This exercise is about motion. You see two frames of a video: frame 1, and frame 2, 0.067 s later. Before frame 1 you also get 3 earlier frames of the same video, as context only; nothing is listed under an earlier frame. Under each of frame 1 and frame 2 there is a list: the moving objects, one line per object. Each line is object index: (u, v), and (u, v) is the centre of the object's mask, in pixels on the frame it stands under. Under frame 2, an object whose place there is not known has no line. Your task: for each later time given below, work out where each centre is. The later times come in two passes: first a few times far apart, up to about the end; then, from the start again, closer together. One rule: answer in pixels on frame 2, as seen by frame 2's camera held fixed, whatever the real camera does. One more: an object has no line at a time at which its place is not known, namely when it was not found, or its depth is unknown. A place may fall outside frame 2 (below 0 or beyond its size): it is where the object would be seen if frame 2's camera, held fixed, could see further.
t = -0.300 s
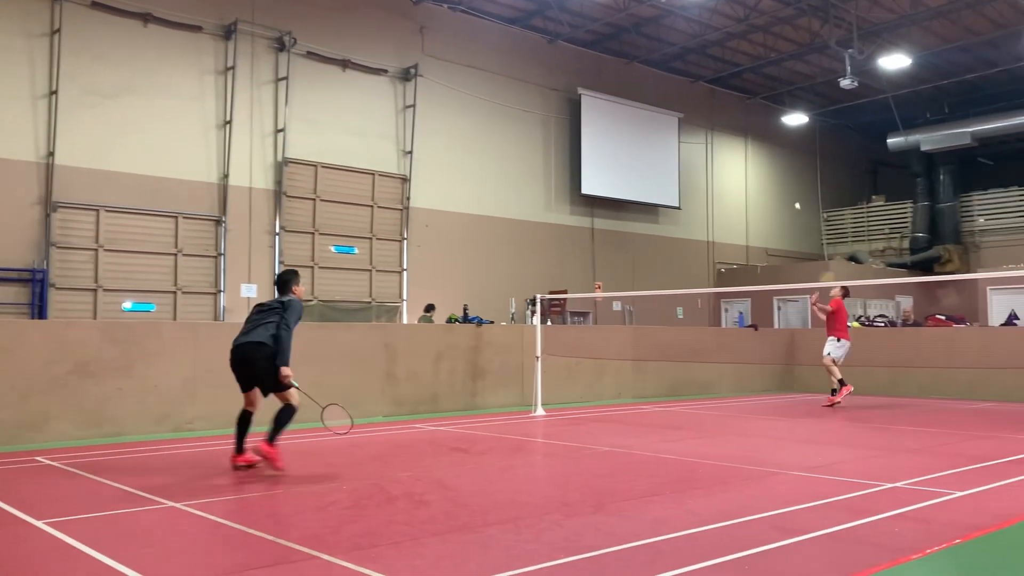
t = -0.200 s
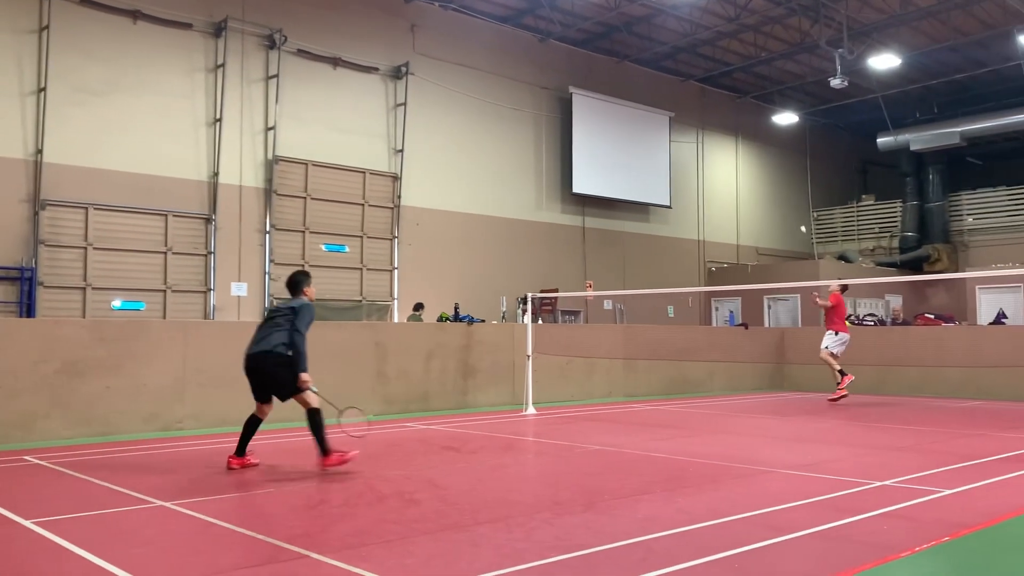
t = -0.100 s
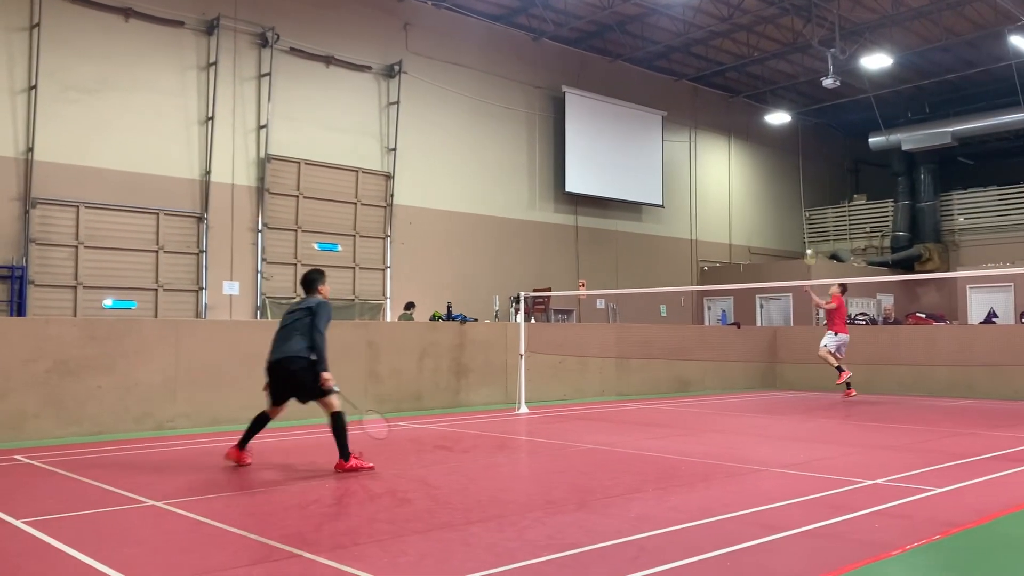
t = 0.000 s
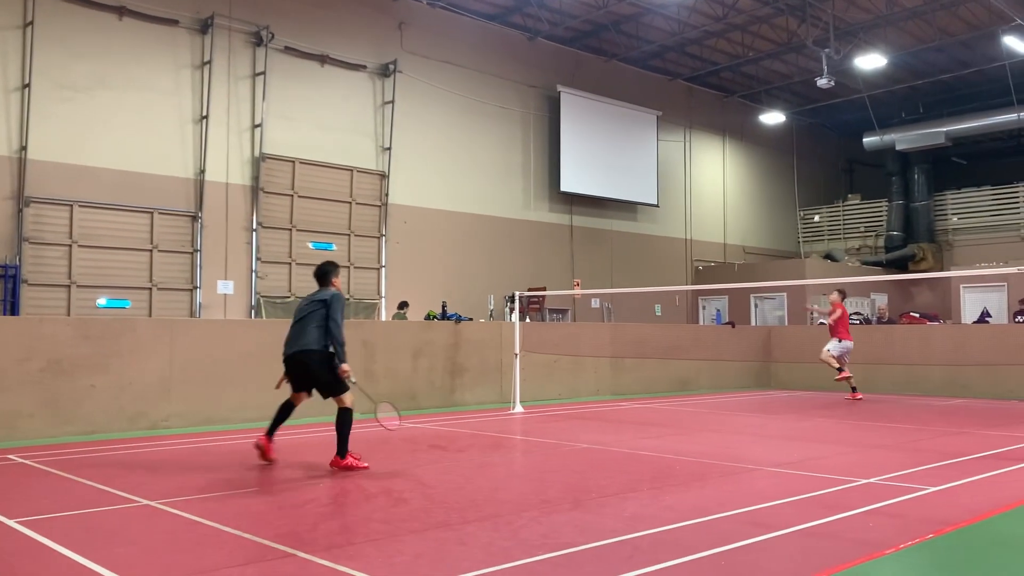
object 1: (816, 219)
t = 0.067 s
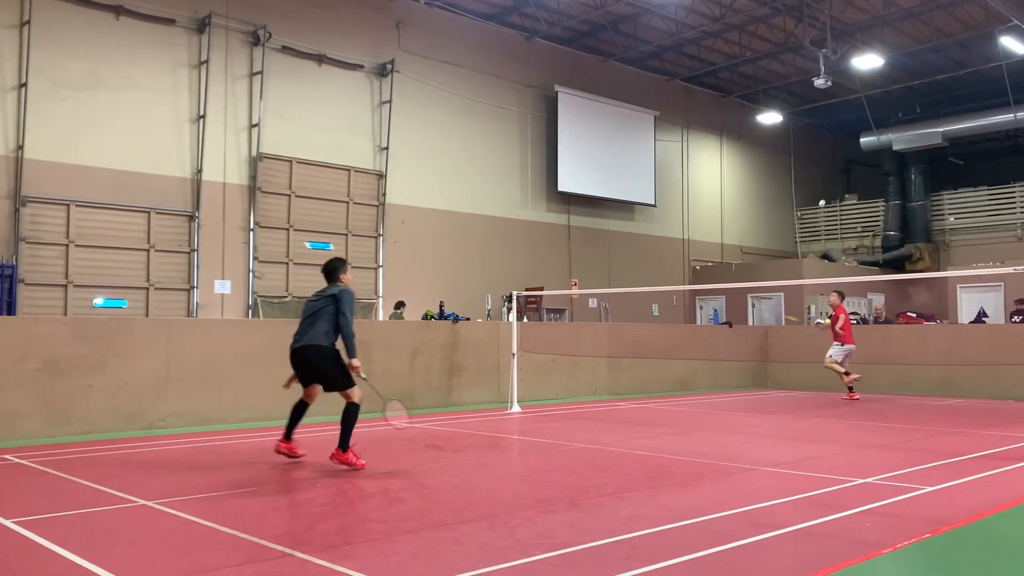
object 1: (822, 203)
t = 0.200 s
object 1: (835, 183)
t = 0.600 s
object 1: (866, 216)
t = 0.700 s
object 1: (872, 249)
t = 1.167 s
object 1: (903, 452)
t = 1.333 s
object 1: (910, 447)
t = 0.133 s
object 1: (829, 191)
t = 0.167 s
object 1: (832, 187)
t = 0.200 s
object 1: (835, 183)
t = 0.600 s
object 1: (866, 216)
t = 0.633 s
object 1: (868, 226)
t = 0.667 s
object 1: (870, 237)
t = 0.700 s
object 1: (872, 249)
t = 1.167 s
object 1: (903, 452)
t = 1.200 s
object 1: (905, 448)
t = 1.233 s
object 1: (907, 447)
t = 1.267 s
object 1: (909, 446)
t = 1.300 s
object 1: (910, 446)
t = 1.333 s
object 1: (910, 447)
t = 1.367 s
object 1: (910, 449)
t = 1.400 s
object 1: (912, 453)
